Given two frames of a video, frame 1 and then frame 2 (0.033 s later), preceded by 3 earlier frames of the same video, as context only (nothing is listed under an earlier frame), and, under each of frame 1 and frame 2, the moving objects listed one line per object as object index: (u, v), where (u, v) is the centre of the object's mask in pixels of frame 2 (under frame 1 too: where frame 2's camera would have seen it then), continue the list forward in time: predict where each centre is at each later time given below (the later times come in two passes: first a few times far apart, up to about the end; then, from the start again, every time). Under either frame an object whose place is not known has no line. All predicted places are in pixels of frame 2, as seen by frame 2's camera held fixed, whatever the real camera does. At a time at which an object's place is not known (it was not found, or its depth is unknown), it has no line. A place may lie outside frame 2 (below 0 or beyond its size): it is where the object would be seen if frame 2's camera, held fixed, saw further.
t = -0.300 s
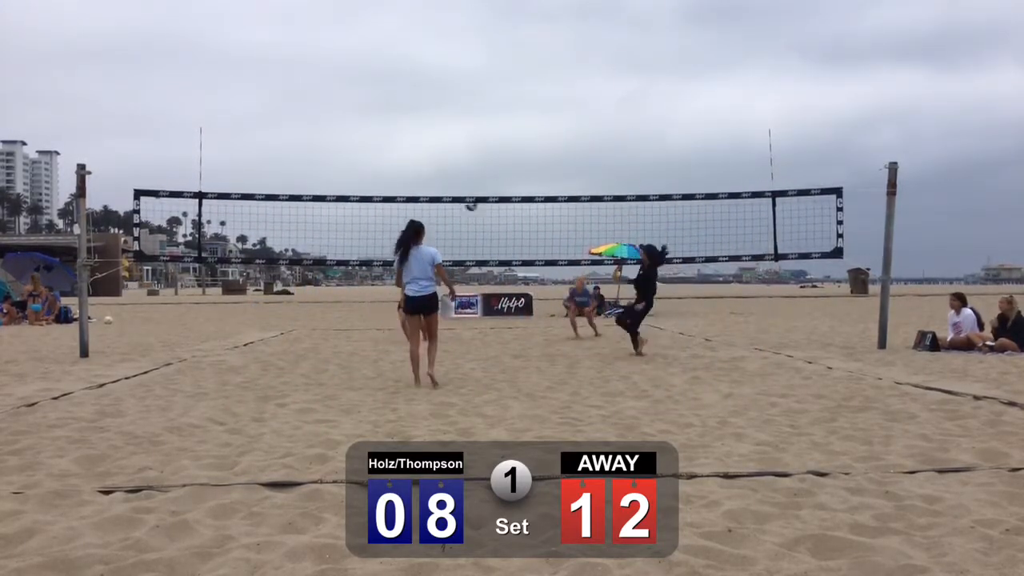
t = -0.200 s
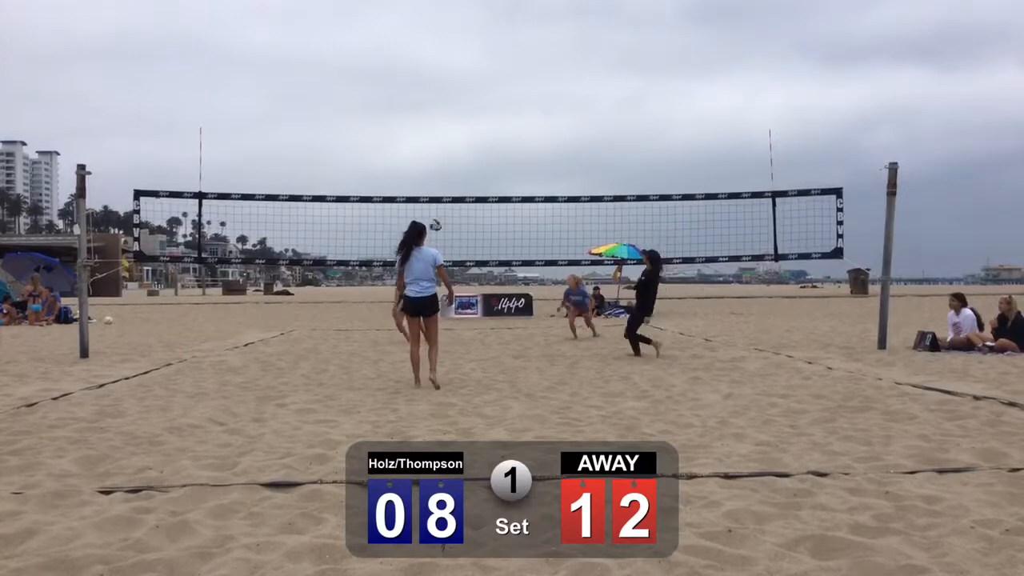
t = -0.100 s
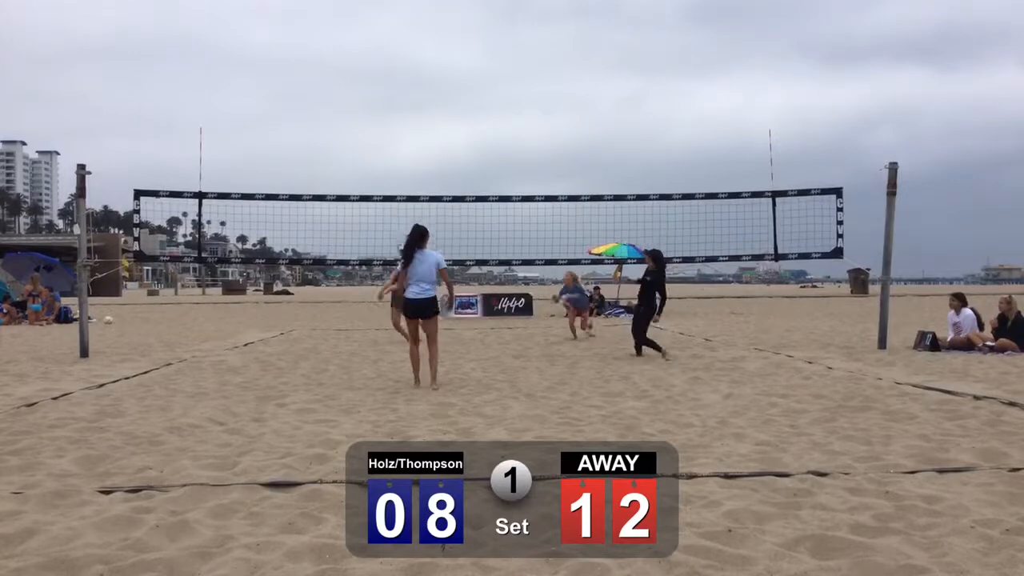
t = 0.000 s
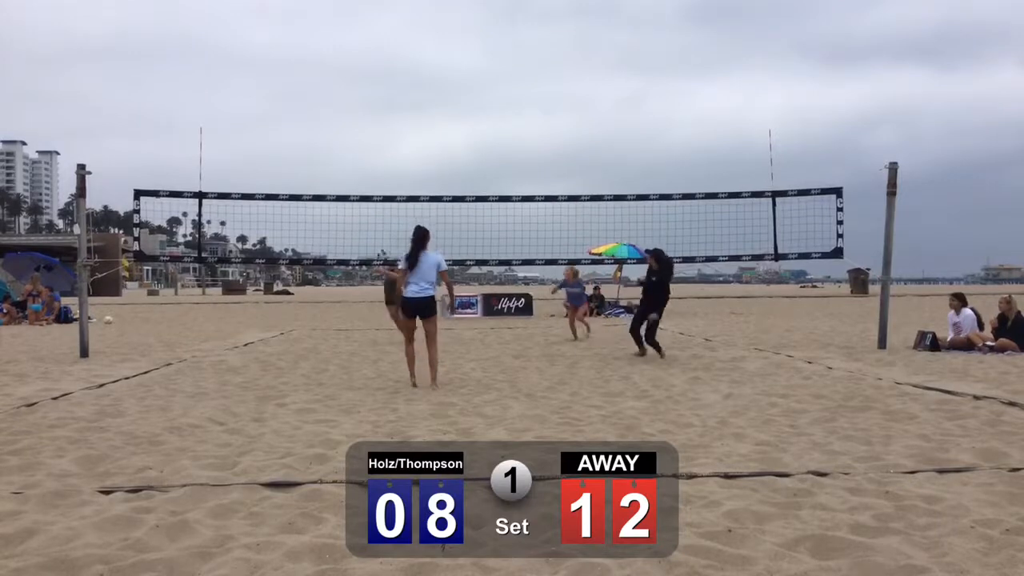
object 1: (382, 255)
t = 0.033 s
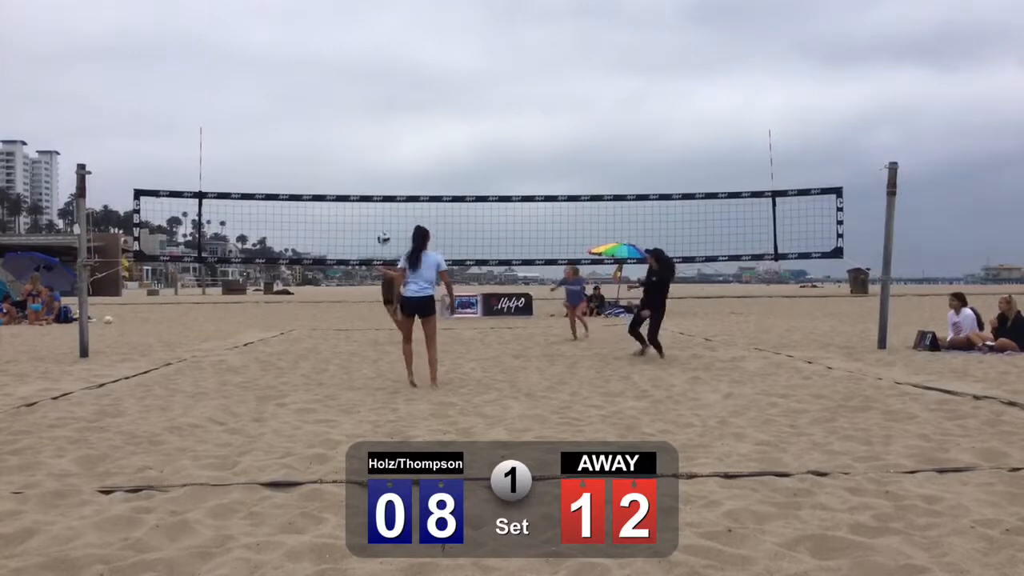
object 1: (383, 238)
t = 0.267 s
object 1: (387, 140)
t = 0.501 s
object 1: (390, 72)
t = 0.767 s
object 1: (394, 34)
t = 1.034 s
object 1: (397, 41)
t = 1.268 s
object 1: (399, 86)
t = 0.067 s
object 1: (384, 223)
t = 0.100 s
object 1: (384, 208)
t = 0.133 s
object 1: (384, 192)
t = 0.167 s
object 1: (386, 179)
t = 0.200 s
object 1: (386, 164)
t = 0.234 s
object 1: (387, 151)
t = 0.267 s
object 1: (387, 140)
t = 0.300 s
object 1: (388, 128)
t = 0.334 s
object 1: (388, 117)
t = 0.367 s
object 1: (389, 107)
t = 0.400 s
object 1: (389, 98)
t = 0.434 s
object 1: (390, 88)
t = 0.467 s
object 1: (390, 79)
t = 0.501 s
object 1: (390, 72)
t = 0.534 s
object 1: (391, 65)
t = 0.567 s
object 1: (391, 58)
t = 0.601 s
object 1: (392, 53)
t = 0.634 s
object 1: (392, 48)
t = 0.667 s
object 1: (393, 43)
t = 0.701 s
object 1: (393, 39)
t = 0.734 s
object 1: (394, 37)
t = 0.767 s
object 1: (394, 34)
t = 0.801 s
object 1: (394, 33)
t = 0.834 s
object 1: (395, 32)
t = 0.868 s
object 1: (395, 31)
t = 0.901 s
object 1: (395, 32)
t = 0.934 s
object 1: (396, 33)
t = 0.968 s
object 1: (396, 35)
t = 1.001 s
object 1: (396, 38)
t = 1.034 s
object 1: (397, 41)
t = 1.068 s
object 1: (397, 45)
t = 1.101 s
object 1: (398, 50)
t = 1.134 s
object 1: (398, 56)
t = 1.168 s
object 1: (398, 62)
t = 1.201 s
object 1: (399, 70)
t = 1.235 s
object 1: (399, 78)
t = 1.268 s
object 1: (399, 86)
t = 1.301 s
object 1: (400, 96)
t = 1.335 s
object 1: (400, 106)
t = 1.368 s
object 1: (400, 117)
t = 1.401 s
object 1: (400, 129)
